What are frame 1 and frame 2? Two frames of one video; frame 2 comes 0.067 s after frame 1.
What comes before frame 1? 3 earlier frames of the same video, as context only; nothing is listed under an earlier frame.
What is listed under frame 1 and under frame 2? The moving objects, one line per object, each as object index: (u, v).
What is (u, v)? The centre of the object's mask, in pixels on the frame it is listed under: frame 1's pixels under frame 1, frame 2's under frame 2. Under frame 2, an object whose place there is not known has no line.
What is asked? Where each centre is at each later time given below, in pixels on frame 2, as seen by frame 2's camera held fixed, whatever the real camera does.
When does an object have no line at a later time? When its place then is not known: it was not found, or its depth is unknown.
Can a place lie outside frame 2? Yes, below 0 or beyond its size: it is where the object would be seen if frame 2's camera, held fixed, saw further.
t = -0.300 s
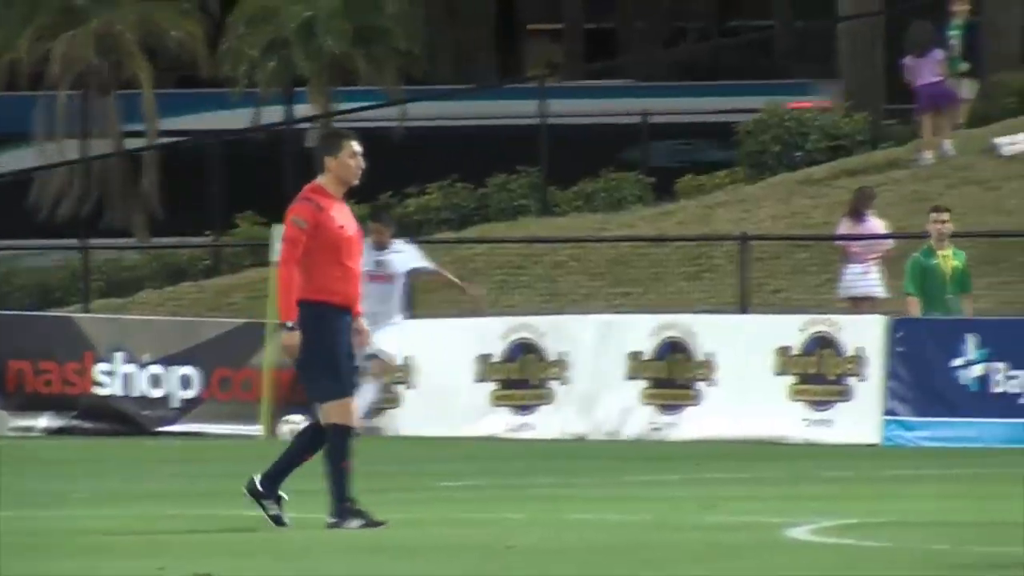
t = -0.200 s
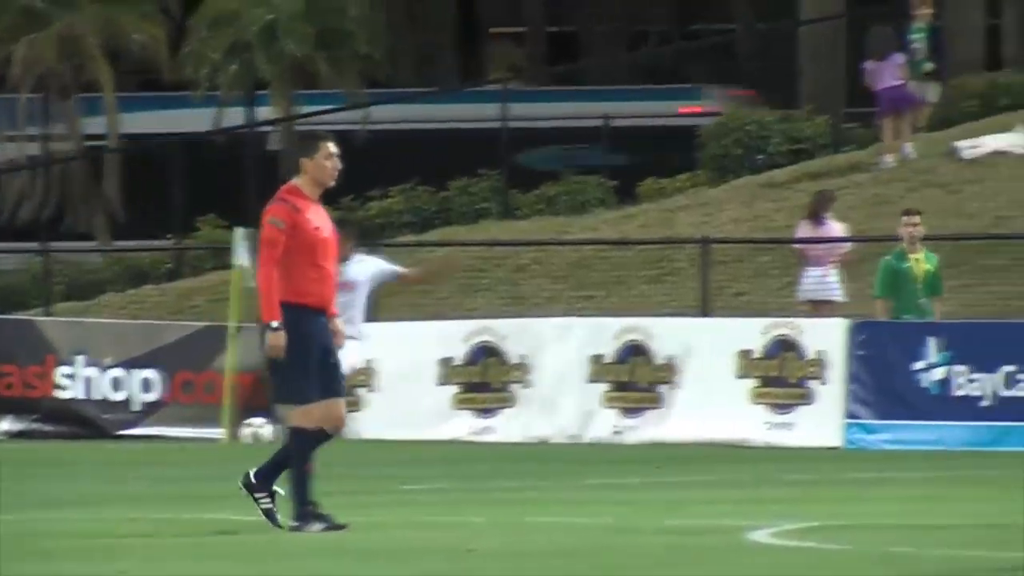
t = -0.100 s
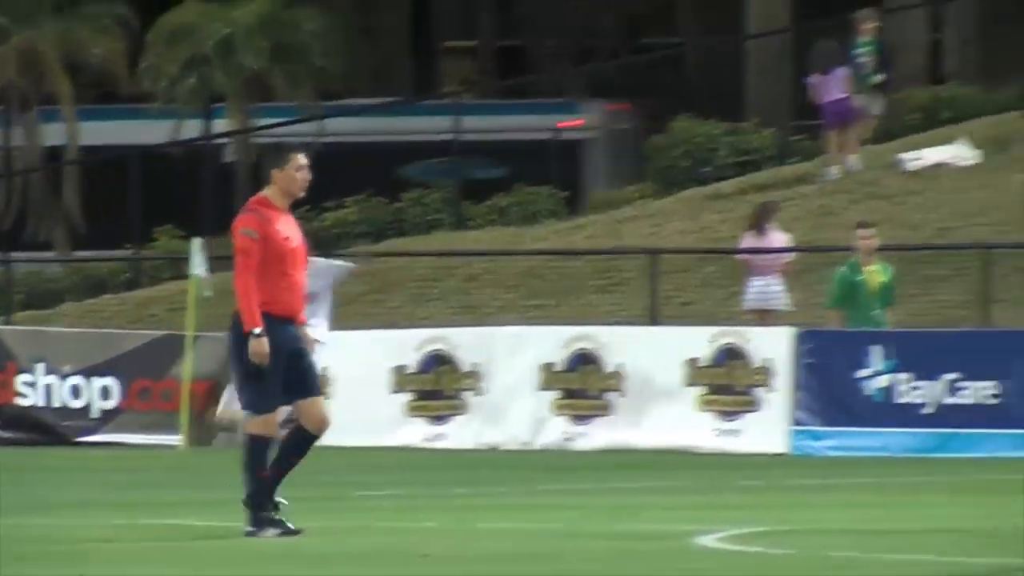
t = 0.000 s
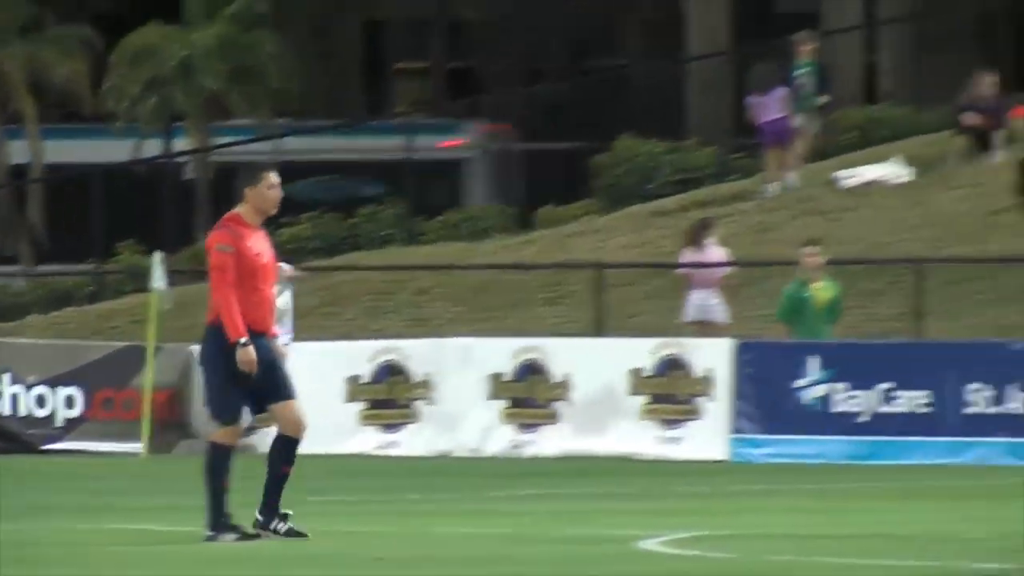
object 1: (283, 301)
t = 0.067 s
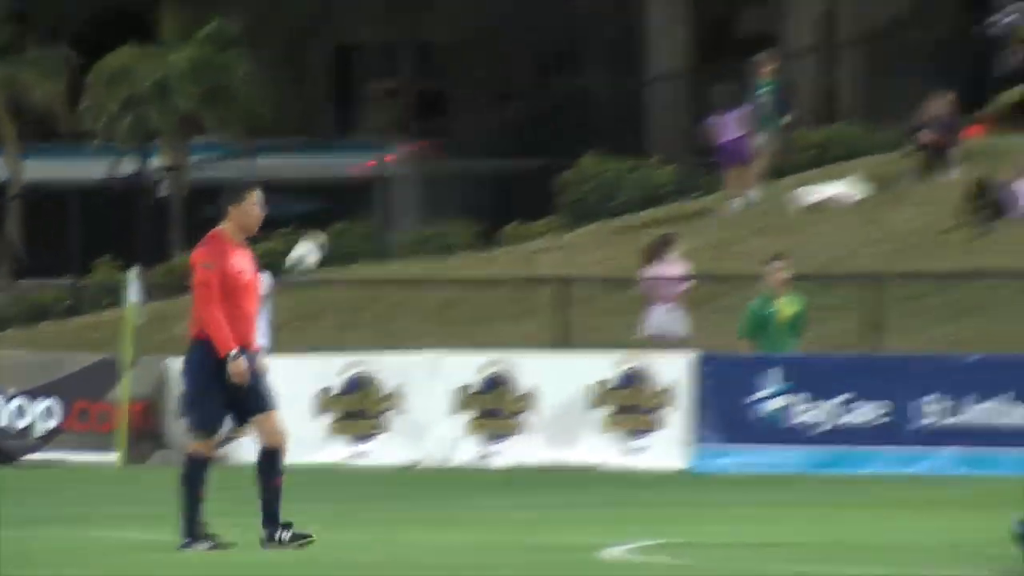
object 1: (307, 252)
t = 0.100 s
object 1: (338, 225)
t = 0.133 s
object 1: (375, 191)
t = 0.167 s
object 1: (408, 164)
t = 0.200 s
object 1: (445, 138)
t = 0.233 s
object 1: (482, 112)
